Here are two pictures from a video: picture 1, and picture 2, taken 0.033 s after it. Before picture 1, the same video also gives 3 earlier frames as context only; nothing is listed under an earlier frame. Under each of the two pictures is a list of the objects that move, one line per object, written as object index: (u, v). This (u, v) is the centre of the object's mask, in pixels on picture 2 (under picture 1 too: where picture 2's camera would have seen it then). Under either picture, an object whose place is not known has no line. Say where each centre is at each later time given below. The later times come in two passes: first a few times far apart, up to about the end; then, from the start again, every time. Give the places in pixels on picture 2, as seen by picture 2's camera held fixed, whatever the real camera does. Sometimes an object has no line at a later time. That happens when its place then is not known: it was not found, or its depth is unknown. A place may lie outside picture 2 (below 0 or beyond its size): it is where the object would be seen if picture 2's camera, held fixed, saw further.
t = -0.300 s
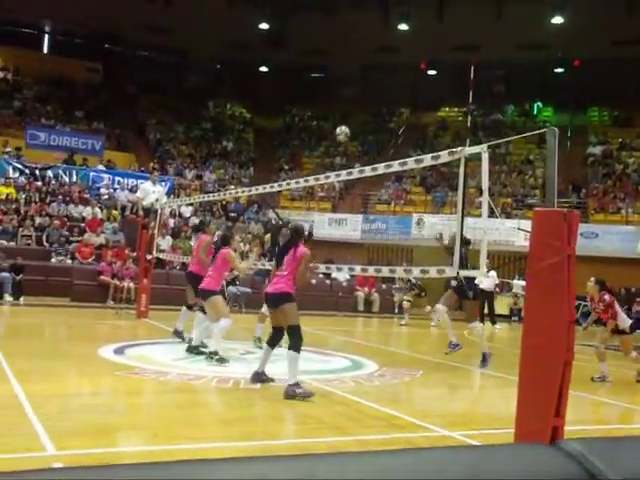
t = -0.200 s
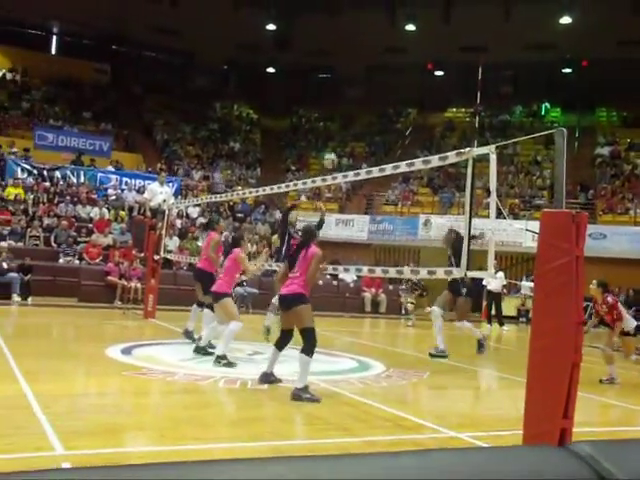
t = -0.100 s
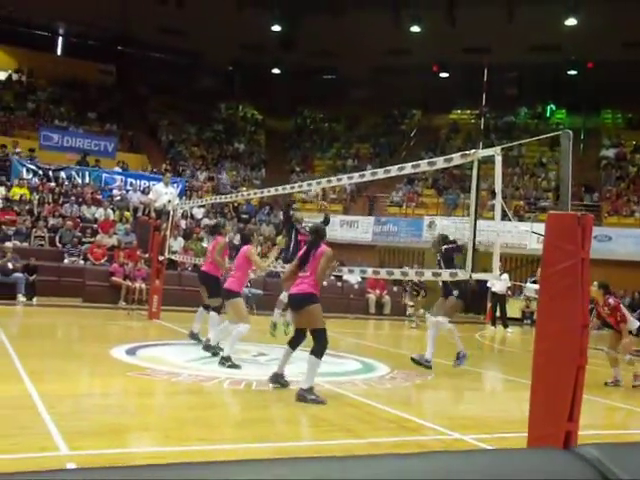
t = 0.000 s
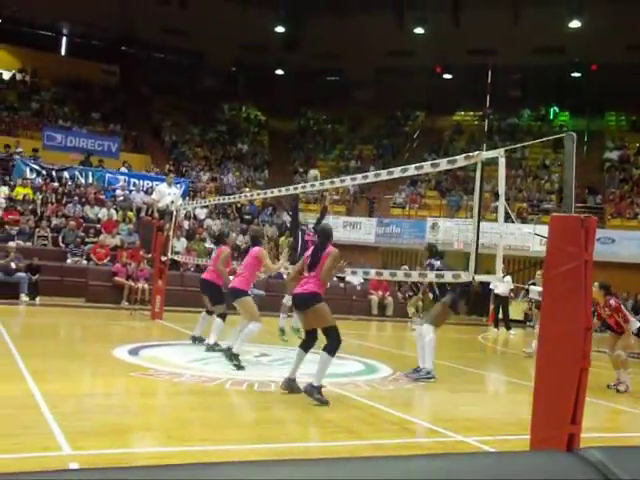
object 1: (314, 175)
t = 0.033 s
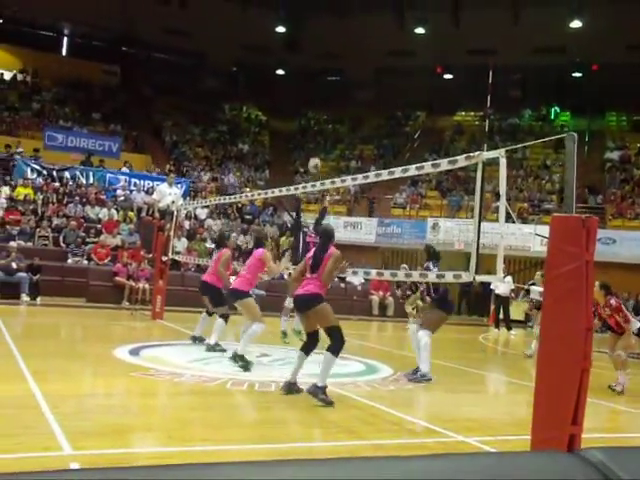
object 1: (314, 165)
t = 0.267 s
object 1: (314, 110)
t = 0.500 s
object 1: (311, 92)
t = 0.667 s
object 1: (308, 98)
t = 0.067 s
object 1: (314, 154)
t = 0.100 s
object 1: (314, 145)
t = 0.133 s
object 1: (314, 136)
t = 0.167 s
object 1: (314, 128)
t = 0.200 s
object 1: (314, 121)
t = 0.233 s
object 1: (314, 115)
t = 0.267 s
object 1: (314, 110)
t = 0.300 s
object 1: (314, 105)
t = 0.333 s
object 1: (313, 101)
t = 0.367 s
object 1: (313, 98)
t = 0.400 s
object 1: (313, 95)
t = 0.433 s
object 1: (312, 93)
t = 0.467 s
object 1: (312, 92)
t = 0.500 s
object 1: (311, 92)
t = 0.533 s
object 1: (311, 92)
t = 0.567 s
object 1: (310, 92)
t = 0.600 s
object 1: (310, 94)
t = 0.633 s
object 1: (309, 95)
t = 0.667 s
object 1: (308, 98)
